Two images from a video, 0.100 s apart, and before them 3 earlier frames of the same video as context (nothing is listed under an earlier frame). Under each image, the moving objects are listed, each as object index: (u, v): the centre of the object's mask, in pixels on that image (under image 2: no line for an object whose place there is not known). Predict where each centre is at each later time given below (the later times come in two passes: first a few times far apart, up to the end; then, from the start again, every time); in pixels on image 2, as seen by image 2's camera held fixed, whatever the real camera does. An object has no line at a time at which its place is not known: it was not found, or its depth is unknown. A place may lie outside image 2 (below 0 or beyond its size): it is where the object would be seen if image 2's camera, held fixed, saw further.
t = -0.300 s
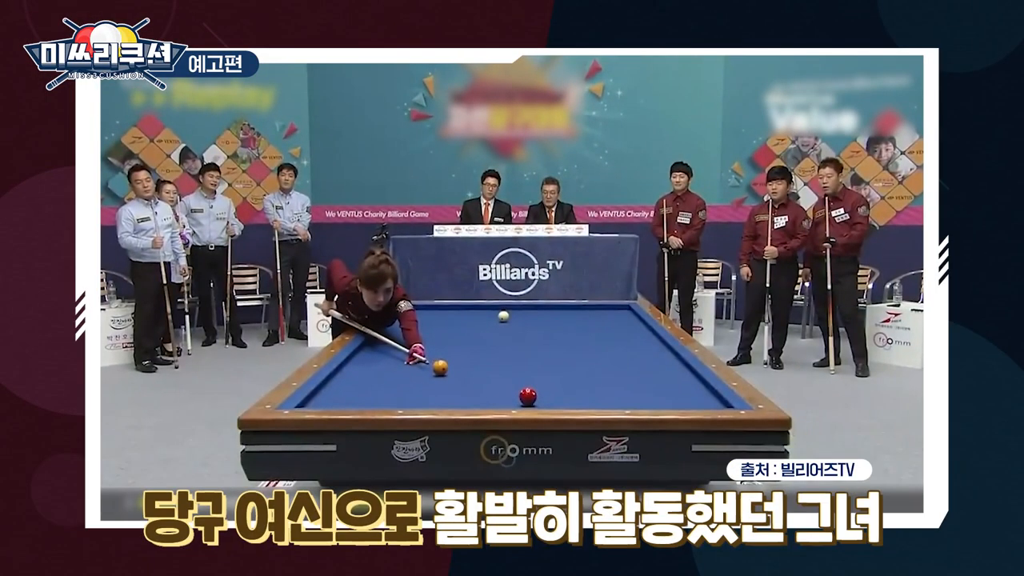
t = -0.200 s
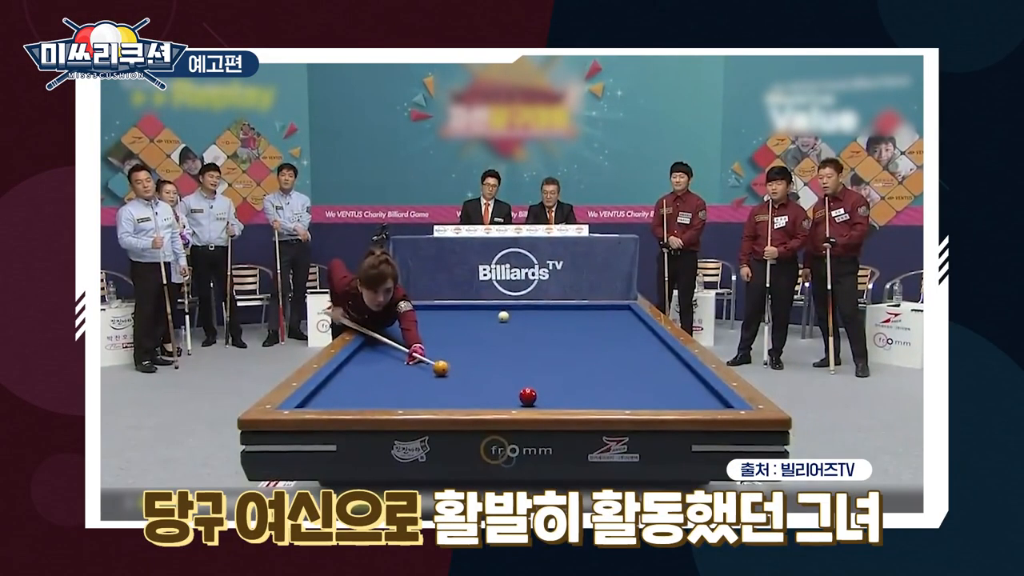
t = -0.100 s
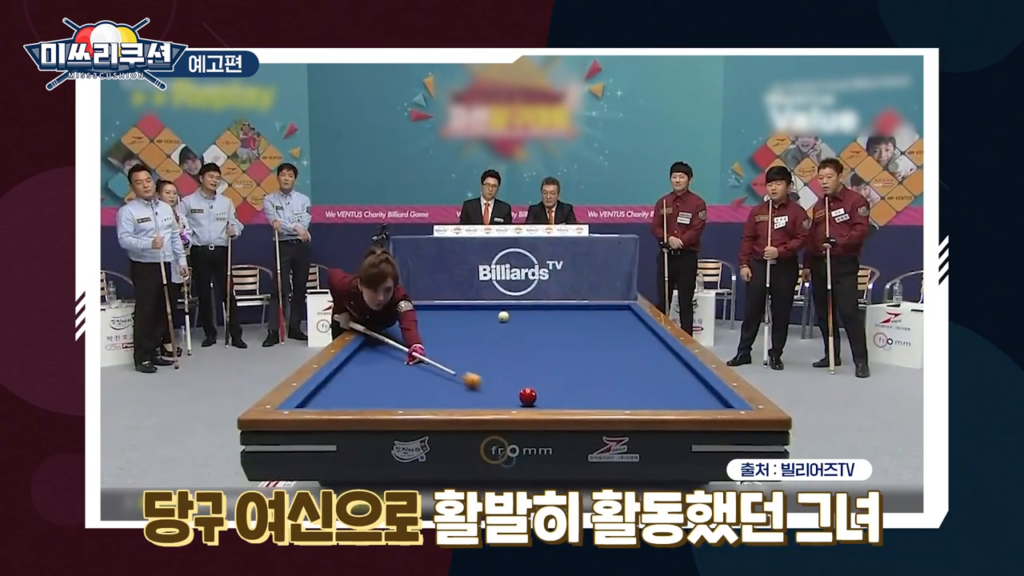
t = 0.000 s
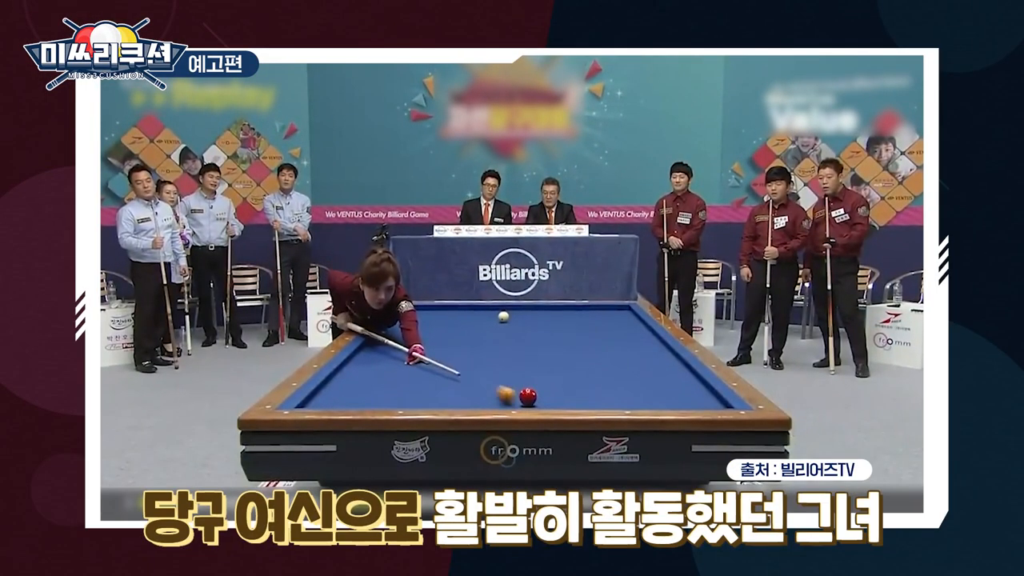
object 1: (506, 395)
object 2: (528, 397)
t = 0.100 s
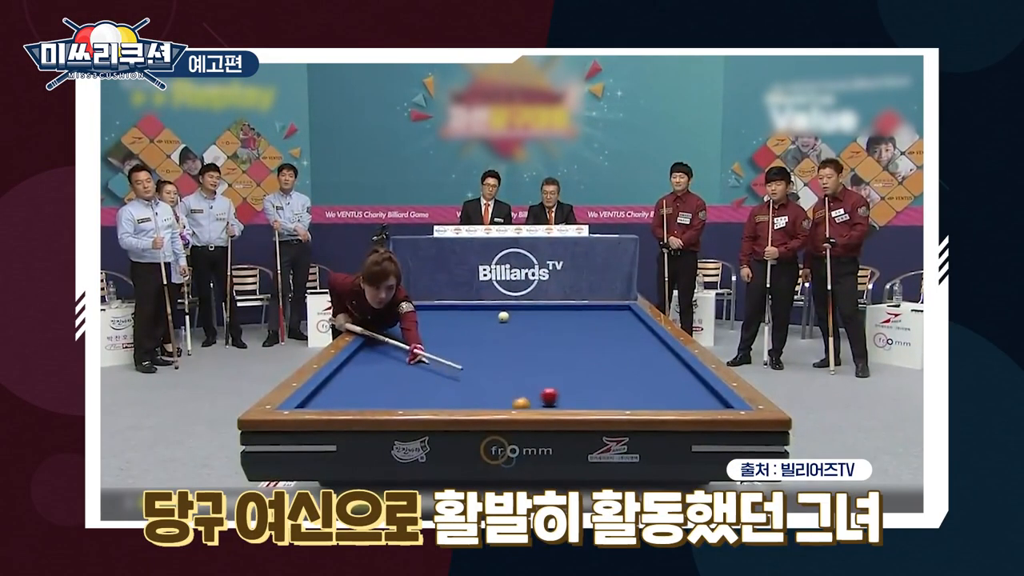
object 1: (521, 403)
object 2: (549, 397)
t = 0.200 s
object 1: (541, 396)
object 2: (569, 396)
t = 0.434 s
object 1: (578, 376)
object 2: (611, 396)
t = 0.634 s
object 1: (603, 363)
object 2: (646, 395)
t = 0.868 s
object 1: (629, 351)
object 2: (686, 394)
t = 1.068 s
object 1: (648, 342)
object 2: (702, 394)
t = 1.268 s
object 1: (640, 334)
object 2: (682, 394)
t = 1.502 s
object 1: (620, 326)
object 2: (660, 394)
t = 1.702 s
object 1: (605, 321)
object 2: (642, 394)
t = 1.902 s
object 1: (591, 316)
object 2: (625, 393)
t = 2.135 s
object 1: (576, 310)
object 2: (606, 393)
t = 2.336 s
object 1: (564, 308)
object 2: (590, 393)
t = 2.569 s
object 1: (549, 310)
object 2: (572, 393)
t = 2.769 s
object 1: (536, 313)
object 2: (557, 393)
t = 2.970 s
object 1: (523, 316)
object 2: (543, 393)
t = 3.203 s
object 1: (513, 319)
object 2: (528, 393)
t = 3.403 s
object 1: (511, 321)
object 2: (515, 393)
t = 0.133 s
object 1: (528, 401)
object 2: (556, 396)
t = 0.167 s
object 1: (534, 398)
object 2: (562, 396)
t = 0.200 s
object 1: (541, 396)
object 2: (569, 396)
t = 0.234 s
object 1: (547, 392)
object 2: (574, 396)
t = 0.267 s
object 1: (552, 389)
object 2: (580, 396)
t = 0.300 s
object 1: (558, 386)
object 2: (586, 396)
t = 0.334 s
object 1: (563, 383)
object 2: (593, 396)
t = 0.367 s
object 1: (568, 381)
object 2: (599, 396)
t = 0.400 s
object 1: (573, 378)
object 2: (605, 396)
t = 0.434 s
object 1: (578, 376)
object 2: (611, 396)
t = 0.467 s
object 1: (582, 373)
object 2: (616, 396)
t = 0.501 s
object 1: (587, 371)
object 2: (622, 395)
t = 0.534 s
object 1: (591, 369)
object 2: (628, 395)
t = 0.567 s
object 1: (595, 367)
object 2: (634, 395)
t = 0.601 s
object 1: (599, 365)
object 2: (640, 395)
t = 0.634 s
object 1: (603, 363)
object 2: (646, 395)
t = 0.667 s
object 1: (607, 361)
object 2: (652, 395)
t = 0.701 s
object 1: (611, 359)
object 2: (657, 395)
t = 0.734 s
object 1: (615, 358)
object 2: (663, 395)
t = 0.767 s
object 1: (619, 356)
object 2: (669, 395)
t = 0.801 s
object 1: (622, 354)
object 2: (674, 395)
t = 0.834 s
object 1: (626, 353)
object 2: (680, 394)
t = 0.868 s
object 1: (629, 351)
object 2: (686, 394)
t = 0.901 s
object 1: (633, 349)
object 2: (691, 394)
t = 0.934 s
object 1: (636, 348)
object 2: (697, 394)
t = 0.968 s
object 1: (639, 346)
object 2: (703, 394)
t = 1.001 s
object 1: (642, 344)
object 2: (708, 394)
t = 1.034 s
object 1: (645, 343)
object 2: (707, 394)
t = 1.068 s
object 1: (648, 342)
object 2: (702, 394)
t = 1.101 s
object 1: (652, 340)
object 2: (698, 394)
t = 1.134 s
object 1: (654, 339)
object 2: (695, 394)
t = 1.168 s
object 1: (652, 338)
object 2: (691, 394)
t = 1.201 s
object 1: (648, 336)
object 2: (688, 394)
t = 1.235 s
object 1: (644, 335)
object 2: (685, 394)
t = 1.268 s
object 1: (640, 334)
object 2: (682, 394)
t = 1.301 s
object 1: (637, 333)
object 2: (679, 394)
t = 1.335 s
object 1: (634, 332)
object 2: (676, 394)
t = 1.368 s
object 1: (631, 331)
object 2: (673, 394)
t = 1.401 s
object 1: (628, 330)
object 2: (669, 394)
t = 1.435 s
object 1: (626, 329)
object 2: (666, 394)
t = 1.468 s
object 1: (623, 328)
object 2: (663, 393)
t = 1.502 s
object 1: (620, 326)
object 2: (660, 394)
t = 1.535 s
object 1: (617, 326)
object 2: (657, 393)
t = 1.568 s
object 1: (615, 325)
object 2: (654, 393)
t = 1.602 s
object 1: (612, 324)
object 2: (651, 393)
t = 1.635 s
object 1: (610, 323)
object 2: (648, 394)
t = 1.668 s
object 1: (607, 322)
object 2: (645, 394)
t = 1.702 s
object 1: (605, 321)
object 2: (642, 394)
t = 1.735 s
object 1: (602, 320)
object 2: (640, 393)
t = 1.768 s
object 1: (600, 319)
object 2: (637, 393)
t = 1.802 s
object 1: (597, 318)
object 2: (634, 393)
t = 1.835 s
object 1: (595, 318)
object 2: (631, 393)
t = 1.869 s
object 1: (593, 317)
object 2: (628, 393)
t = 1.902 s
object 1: (591, 316)
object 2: (625, 393)
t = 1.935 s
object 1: (589, 315)
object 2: (622, 393)
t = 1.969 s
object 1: (586, 314)
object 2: (619, 393)
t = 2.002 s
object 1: (584, 314)
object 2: (617, 393)
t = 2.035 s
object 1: (582, 313)
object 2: (614, 393)
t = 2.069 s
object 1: (580, 312)
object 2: (611, 393)
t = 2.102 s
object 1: (578, 311)
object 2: (608, 393)
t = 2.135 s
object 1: (576, 310)
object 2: (606, 393)
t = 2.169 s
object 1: (574, 310)
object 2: (603, 393)
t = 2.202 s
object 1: (572, 309)
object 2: (601, 393)
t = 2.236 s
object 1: (570, 308)
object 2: (598, 393)
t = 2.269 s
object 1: (568, 308)
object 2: (595, 393)
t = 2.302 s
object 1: (566, 307)
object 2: (592, 393)
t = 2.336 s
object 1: (564, 308)
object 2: (590, 393)
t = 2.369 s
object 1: (562, 308)
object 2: (587, 393)
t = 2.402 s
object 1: (560, 308)
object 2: (585, 393)
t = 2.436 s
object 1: (558, 309)
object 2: (582, 393)
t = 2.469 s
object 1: (556, 309)
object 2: (580, 393)
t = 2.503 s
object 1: (554, 309)
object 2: (577, 393)
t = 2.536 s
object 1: (552, 310)
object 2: (575, 393)
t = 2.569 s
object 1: (549, 310)
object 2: (572, 393)
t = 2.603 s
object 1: (547, 311)
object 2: (570, 393)
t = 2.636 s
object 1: (545, 311)
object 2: (567, 393)
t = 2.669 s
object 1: (543, 312)
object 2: (565, 393)
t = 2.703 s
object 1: (541, 312)
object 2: (562, 393)
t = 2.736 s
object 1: (538, 313)
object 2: (560, 393)
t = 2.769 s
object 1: (536, 313)
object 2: (557, 393)
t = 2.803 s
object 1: (534, 314)
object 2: (555, 393)
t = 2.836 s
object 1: (532, 314)
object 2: (553, 393)
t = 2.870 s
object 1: (530, 314)
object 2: (550, 393)
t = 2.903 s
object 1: (527, 315)
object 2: (548, 393)
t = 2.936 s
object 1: (525, 315)
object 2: (546, 392)
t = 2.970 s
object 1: (523, 316)
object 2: (543, 393)
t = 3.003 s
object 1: (521, 316)
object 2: (541, 393)
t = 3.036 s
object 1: (518, 317)
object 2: (538, 393)
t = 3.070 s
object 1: (516, 317)
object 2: (536, 392)
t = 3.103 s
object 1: (514, 317)
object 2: (534, 393)
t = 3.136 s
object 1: (514, 318)
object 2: (532, 392)
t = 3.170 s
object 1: (514, 318)
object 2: (530, 392)
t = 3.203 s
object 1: (513, 319)
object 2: (528, 393)
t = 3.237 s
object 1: (513, 319)
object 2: (525, 393)
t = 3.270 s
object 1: (513, 320)
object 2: (523, 393)
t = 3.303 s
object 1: (512, 320)
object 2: (521, 392)
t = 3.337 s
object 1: (512, 320)
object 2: (519, 392)
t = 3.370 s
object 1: (512, 321)
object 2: (517, 393)
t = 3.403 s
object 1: (511, 321)
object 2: (515, 393)
